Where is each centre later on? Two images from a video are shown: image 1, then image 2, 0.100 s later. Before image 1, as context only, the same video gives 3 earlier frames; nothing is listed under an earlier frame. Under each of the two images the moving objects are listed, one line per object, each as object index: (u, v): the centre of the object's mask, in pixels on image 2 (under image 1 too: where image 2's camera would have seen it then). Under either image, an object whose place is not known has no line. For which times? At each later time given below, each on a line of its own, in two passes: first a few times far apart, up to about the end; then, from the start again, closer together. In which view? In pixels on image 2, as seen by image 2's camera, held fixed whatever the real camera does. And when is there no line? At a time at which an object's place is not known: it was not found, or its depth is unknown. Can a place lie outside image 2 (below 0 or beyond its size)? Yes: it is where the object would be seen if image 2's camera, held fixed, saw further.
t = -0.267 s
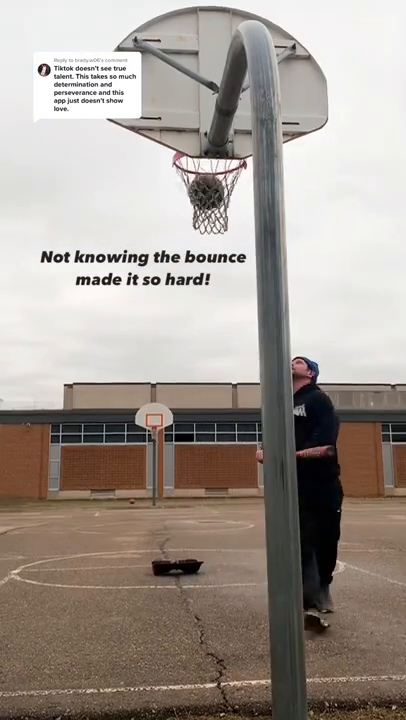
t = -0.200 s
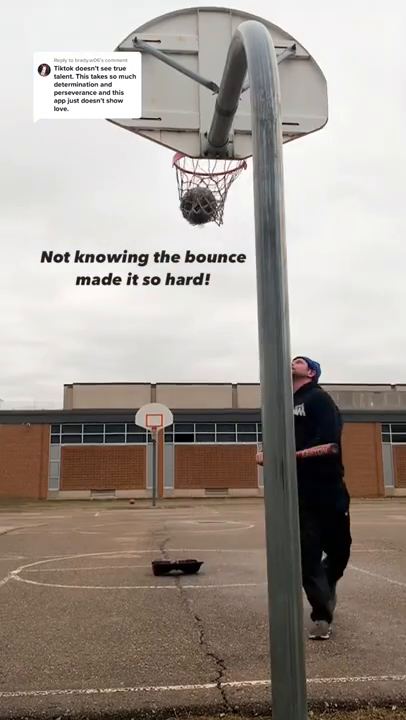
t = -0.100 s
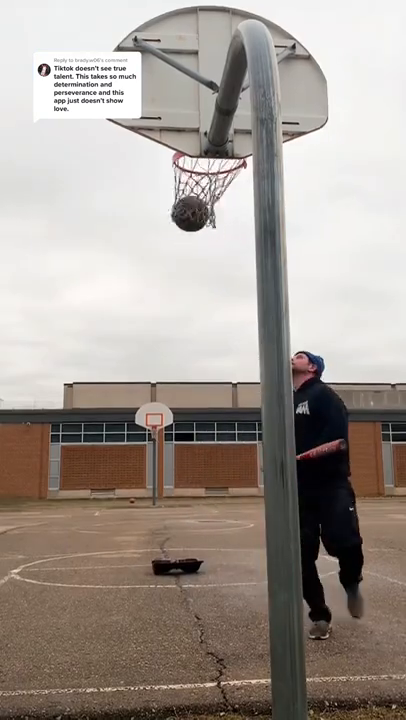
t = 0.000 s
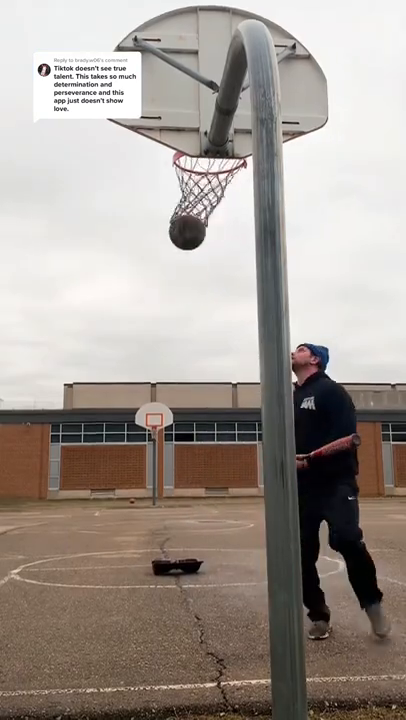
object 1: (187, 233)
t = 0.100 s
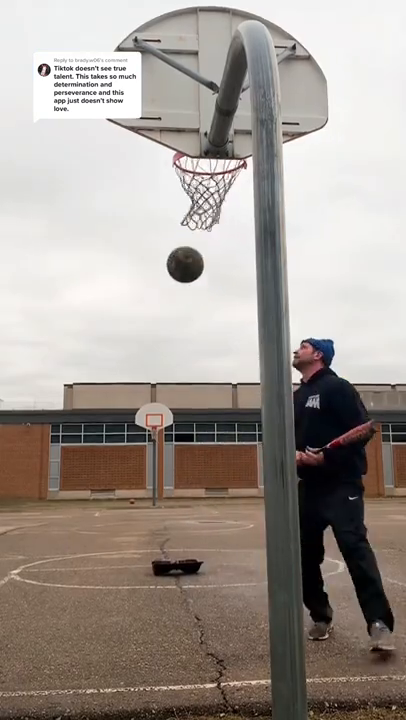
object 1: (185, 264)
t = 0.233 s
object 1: (182, 331)
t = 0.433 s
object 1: (178, 496)
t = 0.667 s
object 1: (181, 521)
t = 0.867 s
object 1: (191, 389)
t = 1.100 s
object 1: (203, 326)
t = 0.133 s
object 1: (184, 278)
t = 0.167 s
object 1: (184, 294)
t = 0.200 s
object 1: (183, 312)
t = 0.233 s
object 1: (182, 331)
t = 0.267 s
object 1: (181, 353)
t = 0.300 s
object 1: (181, 377)
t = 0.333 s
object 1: (179, 403)
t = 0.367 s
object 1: (179, 432)
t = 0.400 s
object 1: (179, 464)
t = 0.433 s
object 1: (178, 496)
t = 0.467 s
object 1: (177, 535)
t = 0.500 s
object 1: (177, 574)
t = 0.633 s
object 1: (180, 550)
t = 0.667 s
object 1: (181, 521)
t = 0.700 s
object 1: (183, 493)
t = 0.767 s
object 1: (187, 445)
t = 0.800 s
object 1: (188, 424)
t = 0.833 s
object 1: (190, 405)
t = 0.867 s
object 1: (191, 389)
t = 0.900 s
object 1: (193, 375)
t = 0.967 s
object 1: (196, 351)
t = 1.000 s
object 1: (198, 342)
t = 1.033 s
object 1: (199, 335)
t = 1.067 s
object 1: (201, 329)
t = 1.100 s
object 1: (203, 326)
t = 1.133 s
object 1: (205, 324)
